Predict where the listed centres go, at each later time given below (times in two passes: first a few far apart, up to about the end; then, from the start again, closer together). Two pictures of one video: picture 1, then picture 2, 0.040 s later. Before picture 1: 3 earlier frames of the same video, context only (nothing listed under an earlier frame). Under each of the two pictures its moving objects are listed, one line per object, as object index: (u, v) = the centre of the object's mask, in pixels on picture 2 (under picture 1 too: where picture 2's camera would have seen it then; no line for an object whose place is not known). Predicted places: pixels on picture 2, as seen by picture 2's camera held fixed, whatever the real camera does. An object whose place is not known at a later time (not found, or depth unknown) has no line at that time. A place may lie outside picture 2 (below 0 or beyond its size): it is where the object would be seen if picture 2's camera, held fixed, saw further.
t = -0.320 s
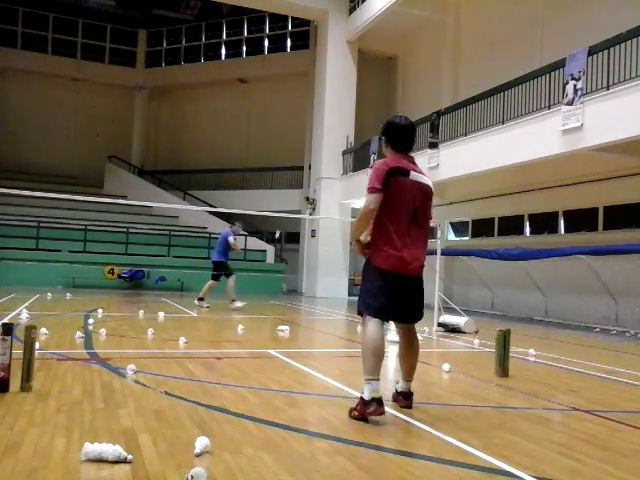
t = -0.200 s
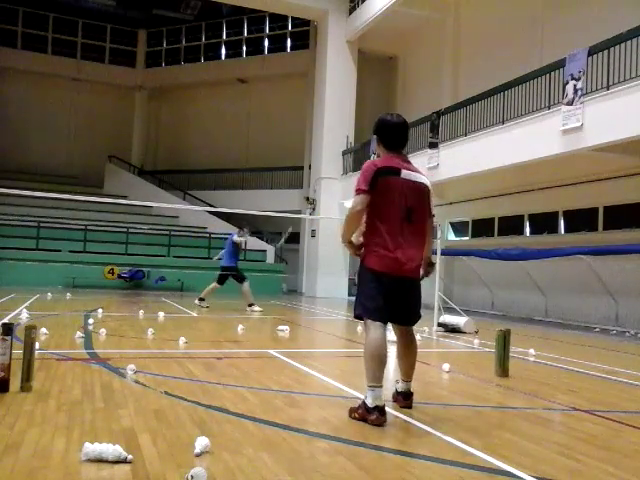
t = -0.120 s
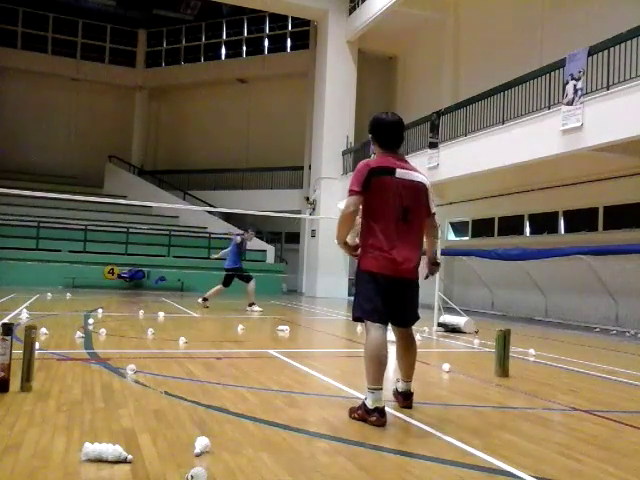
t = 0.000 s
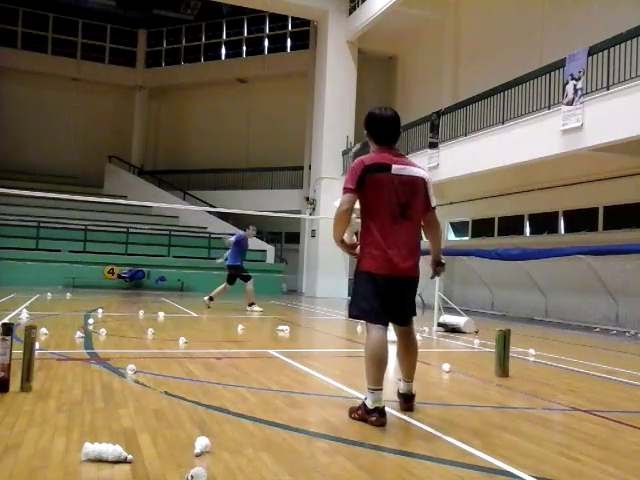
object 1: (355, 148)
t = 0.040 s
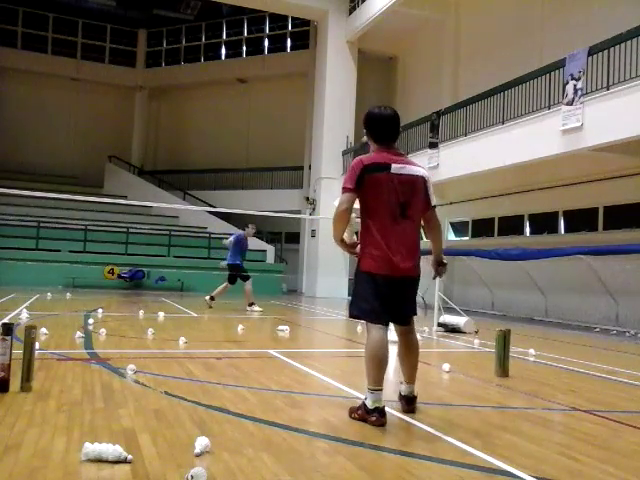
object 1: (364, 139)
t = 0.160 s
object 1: (405, 104)
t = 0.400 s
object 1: (476, 73)
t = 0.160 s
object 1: (405, 104)
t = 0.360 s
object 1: (463, 74)
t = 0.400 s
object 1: (476, 73)
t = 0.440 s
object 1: (488, 72)
